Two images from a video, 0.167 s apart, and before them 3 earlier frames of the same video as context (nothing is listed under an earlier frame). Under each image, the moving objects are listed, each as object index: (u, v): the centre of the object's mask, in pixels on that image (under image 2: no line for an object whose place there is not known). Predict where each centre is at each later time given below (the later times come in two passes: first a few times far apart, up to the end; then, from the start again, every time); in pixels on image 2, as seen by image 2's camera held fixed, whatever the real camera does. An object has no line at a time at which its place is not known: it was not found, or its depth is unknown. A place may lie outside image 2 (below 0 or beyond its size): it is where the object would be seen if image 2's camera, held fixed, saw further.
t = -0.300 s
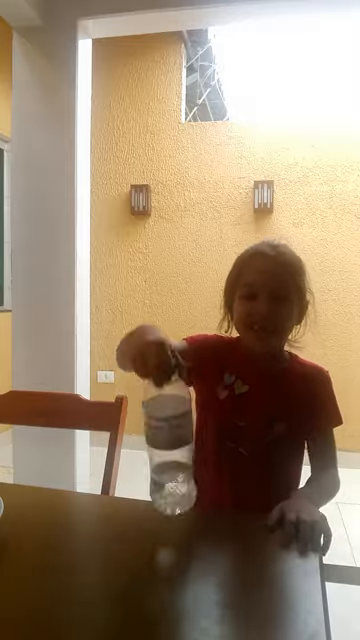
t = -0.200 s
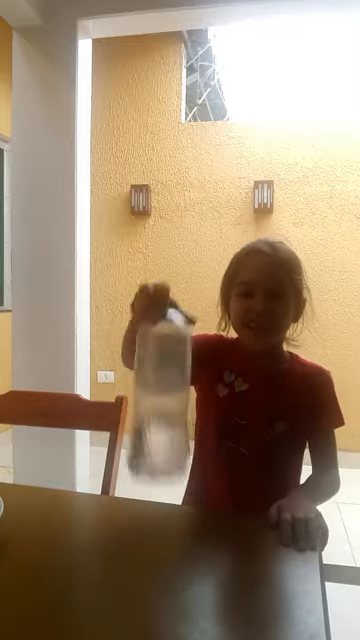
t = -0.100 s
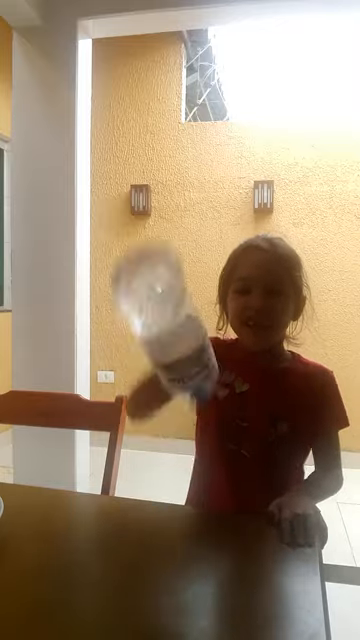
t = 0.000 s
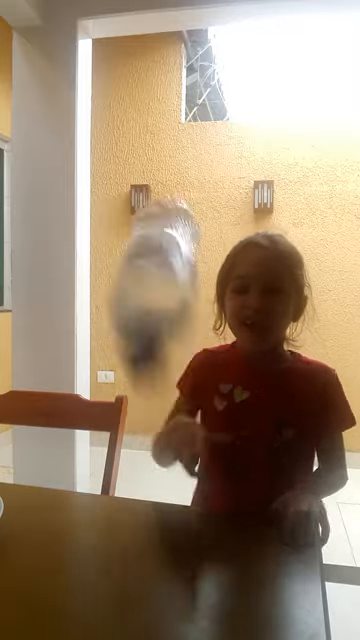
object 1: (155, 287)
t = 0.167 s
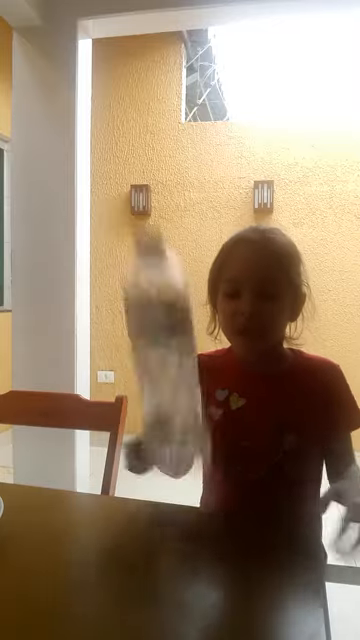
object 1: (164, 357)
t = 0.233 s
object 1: (173, 529)
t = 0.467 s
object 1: (158, 586)
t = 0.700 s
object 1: (140, 584)
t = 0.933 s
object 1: (118, 582)
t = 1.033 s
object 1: (110, 580)
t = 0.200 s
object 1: (169, 435)
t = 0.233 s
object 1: (173, 529)
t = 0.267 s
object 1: (171, 573)
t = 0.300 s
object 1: (170, 581)
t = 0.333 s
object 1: (169, 578)
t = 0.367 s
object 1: (166, 580)
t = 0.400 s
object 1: (164, 584)
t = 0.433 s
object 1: (161, 585)
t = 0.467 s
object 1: (158, 586)
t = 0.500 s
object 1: (157, 586)
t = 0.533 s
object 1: (155, 586)
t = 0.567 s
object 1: (151, 586)
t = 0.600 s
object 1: (147, 585)
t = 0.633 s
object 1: (144, 585)
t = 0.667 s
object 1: (142, 584)
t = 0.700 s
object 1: (140, 584)
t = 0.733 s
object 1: (137, 584)
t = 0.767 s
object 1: (134, 583)
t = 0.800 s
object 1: (130, 583)
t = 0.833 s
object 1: (127, 583)
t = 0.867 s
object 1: (123, 582)
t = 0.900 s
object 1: (120, 582)
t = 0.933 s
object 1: (118, 582)
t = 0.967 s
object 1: (116, 581)
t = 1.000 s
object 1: (113, 581)
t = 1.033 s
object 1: (110, 580)
